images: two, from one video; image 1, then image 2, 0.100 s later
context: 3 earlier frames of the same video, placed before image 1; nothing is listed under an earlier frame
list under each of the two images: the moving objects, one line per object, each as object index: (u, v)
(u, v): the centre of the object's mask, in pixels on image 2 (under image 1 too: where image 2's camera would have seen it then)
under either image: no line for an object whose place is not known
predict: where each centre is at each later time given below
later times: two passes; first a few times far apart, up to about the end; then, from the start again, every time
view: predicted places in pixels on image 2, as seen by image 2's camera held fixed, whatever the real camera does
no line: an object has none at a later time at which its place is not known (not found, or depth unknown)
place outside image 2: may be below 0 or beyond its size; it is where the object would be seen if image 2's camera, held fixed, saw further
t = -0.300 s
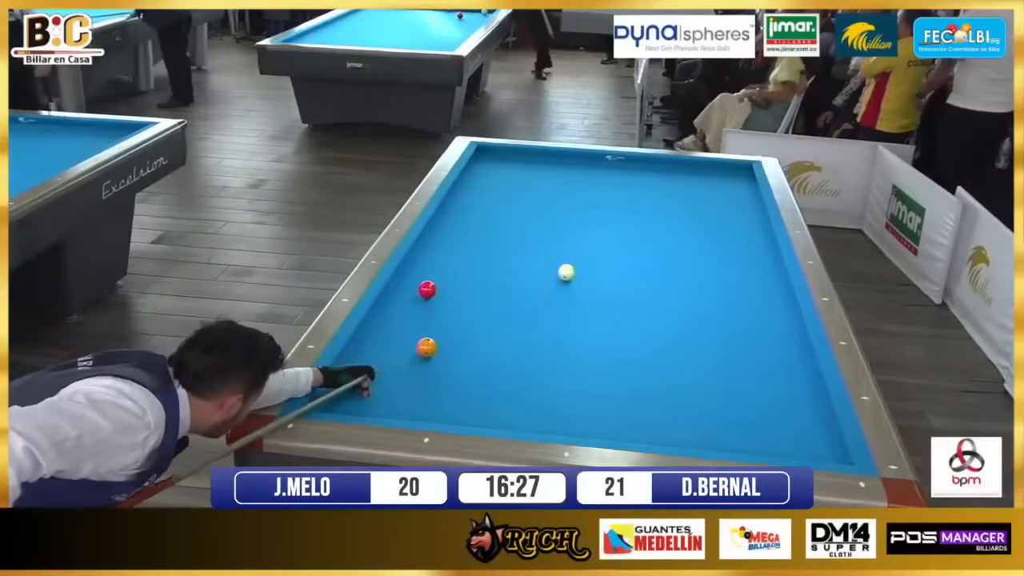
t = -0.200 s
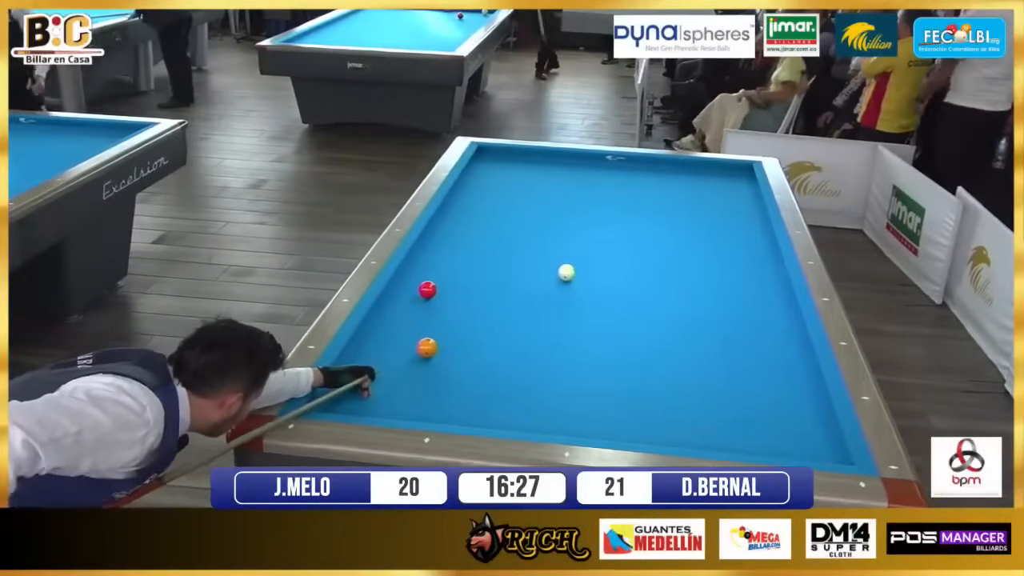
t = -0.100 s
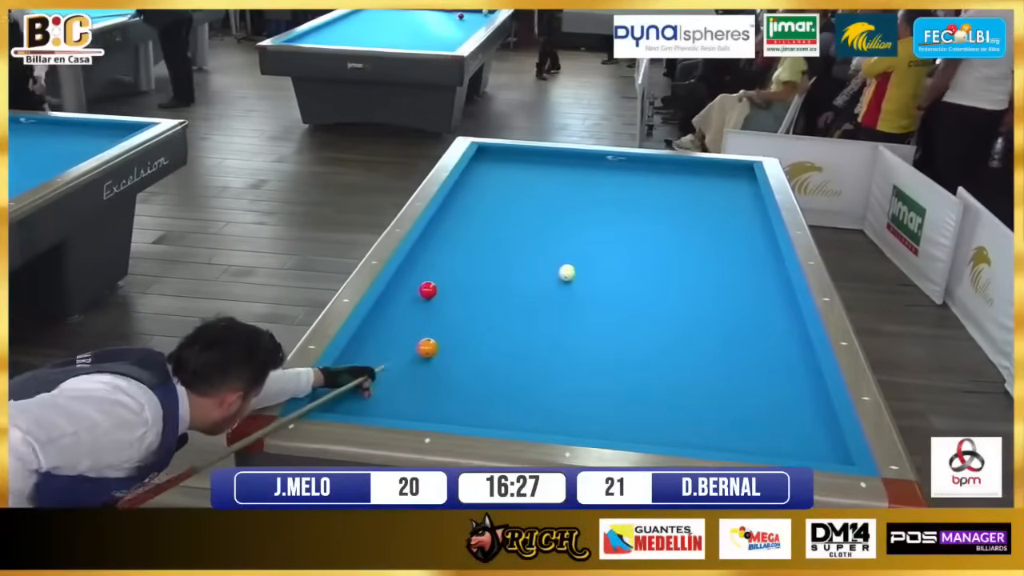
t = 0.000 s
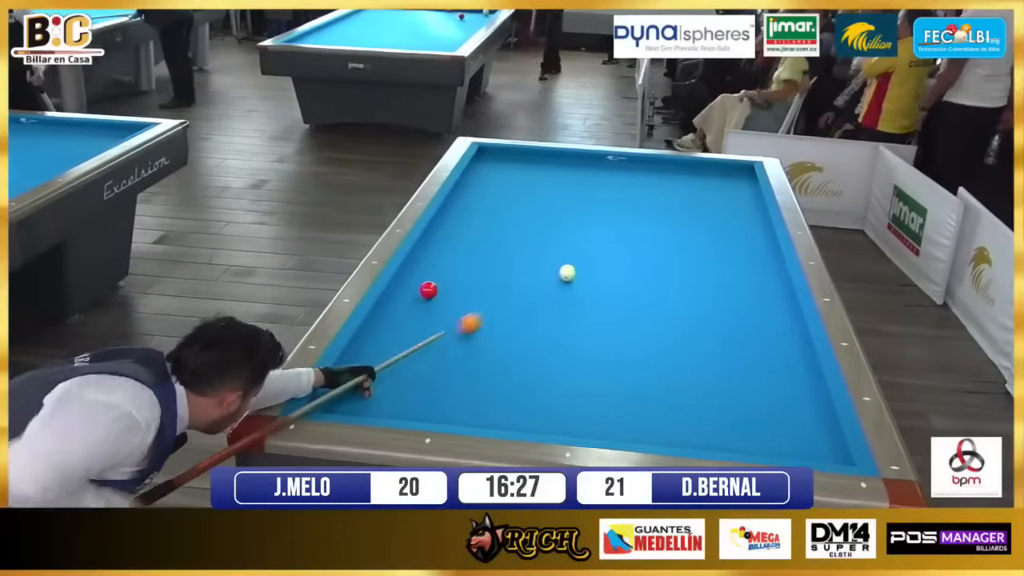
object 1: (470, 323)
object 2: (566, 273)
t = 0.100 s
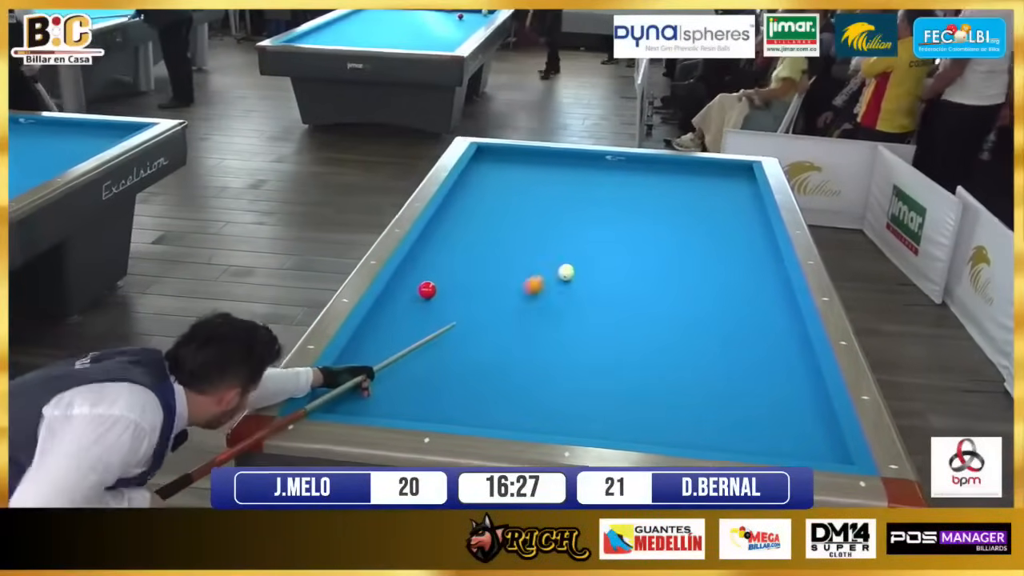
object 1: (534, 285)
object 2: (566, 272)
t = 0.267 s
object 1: (522, 249)
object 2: (662, 256)
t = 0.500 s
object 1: (496, 212)
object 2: (748, 234)
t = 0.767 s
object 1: (484, 176)
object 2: (649, 210)
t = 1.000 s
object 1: (479, 151)
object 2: (583, 194)
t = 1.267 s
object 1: (476, 160)
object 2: (517, 177)
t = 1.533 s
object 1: (486, 164)
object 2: (486, 173)
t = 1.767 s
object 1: (520, 168)
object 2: (478, 176)
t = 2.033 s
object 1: (556, 172)
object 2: (466, 179)
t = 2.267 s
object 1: (587, 175)
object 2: (456, 182)
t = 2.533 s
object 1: (623, 179)
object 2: (456, 186)
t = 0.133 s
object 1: (549, 274)
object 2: (568, 272)
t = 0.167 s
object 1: (542, 267)
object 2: (592, 267)
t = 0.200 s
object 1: (535, 261)
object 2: (616, 263)
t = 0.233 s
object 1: (528, 255)
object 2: (639, 260)
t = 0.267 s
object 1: (522, 249)
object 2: (662, 256)
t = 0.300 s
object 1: (516, 243)
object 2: (683, 253)
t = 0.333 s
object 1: (512, 238)
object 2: (704, 249)
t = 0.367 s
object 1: (507, 232)
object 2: (723, 246)
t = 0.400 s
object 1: (503, 227)
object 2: (741, 243)
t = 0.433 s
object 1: (501, 222)
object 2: (759, 240)
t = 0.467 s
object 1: (498, 217)
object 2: (763, 237)
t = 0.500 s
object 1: (496, 212)
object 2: (748, 234)
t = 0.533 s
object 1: (495, 207)
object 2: (733, 230)
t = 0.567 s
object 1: (493, 202)
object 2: (719, 227)
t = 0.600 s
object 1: (492, 198)
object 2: (705, 224)
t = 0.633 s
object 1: (490, 193)
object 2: (693, 221)
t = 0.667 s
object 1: (488, 189)
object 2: (681, 218)
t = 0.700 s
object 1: (487, 185)
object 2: (669, 216)
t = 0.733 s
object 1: (485, 181)
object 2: (659, 213)
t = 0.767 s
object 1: (484, 176)
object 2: (649, 210)
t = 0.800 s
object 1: (483, 173)
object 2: (638, 208)
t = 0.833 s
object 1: (483, 168)
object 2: (629, 205)
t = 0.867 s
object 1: (481, 165)
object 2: (620, 203)
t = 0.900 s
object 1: (480, 161)
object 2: (611, 201)
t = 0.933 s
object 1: (478, 158)
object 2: (601, 199)
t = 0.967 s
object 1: (477, 154)
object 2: (593, 196)
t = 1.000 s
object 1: (479, 151)
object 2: (583, 194)
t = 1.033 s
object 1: (483, 149)
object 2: (575, 192)
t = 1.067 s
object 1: (484, 149)
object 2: (566, 190)
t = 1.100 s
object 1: (481, 150)
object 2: (558, 188)
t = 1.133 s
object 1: (479, 152)
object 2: (550, 186)
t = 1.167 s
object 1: (476, 154)
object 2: (541, 183)
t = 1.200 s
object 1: (476, 156)
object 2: (533, 181)
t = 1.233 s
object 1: (476, 158)
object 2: (525, 179)
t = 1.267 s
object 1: (476, 160)
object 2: (517, 177)
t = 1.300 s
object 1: (476, 162)
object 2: (509, 175)
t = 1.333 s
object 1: (476, 163)
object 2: (501, 173)
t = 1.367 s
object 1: (476, 165)
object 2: (494, 171)
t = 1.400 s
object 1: (475, 166)
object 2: (486, 169)
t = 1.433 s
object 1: (470, 164)
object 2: (485, 170)
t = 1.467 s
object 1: (472, 164)
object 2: (486, 171)
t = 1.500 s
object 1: (479, 164)
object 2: (486, 172)
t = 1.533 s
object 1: (486, 164)
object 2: (486, 173)
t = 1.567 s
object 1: (491, 164)
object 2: (485, 174)
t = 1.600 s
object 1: (497, 166)
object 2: (485, 174)
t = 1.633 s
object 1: (502, 167)
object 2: (484, 175)
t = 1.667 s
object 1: (506, 167)
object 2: (482, 175)
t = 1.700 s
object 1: (511, 167)
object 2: (481, 176)
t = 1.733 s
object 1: (515, 168)
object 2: (479, 176)
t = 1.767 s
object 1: (520, 168)
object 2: (478, 176)
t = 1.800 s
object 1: (525, 169)
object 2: (477, 177)
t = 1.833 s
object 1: (529, 169)
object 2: (475, 177)
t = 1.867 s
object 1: (533, 170)
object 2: (474, 178)
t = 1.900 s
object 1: (538, 170)
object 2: (472, 178)
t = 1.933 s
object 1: (542, 171)
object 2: (471, 178)
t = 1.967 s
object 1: (547, 171)
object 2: (470, 179)
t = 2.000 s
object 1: (551, 172)
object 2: (468, 179)
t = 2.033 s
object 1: (556, 172)
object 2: (466, 179)
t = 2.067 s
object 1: (560, 172)
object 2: (465, 180)
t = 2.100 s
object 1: (565, 173)
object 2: (463, 180)
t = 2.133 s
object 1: (569, 173)
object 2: (462, 180)
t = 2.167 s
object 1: (574, 174)
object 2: (460, 180)
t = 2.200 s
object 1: (578, 174)
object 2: (459, 181)
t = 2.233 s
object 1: (583, 175)
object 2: (458, 181)
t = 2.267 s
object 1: (587, 175)
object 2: (456, 182)
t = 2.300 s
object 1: (592, 176)
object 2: (456, 182)
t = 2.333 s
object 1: (596, 176)
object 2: (456, 182)
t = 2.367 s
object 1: (601, 176)
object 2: (456, 183)
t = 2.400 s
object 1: (605, 177)
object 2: (456, 184)
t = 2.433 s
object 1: (610, 177)
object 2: (456, 184)
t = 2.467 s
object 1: (614, 178)
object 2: (456, 185)
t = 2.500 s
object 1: (619, 178)
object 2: (456, 185)
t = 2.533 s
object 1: (623, 179)
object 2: (456, 186)
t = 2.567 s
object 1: (627, 179)
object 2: (457, 186)
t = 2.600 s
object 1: (632, 180)
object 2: (457, 187)
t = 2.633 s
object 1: (636, 180)
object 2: (457, 187)
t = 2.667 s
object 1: (641, 180)
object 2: (457, 188)
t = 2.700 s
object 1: (646, 181)
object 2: (457, 188)
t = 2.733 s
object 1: (650, 181)
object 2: (457, 189)
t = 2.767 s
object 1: (655, 182)
